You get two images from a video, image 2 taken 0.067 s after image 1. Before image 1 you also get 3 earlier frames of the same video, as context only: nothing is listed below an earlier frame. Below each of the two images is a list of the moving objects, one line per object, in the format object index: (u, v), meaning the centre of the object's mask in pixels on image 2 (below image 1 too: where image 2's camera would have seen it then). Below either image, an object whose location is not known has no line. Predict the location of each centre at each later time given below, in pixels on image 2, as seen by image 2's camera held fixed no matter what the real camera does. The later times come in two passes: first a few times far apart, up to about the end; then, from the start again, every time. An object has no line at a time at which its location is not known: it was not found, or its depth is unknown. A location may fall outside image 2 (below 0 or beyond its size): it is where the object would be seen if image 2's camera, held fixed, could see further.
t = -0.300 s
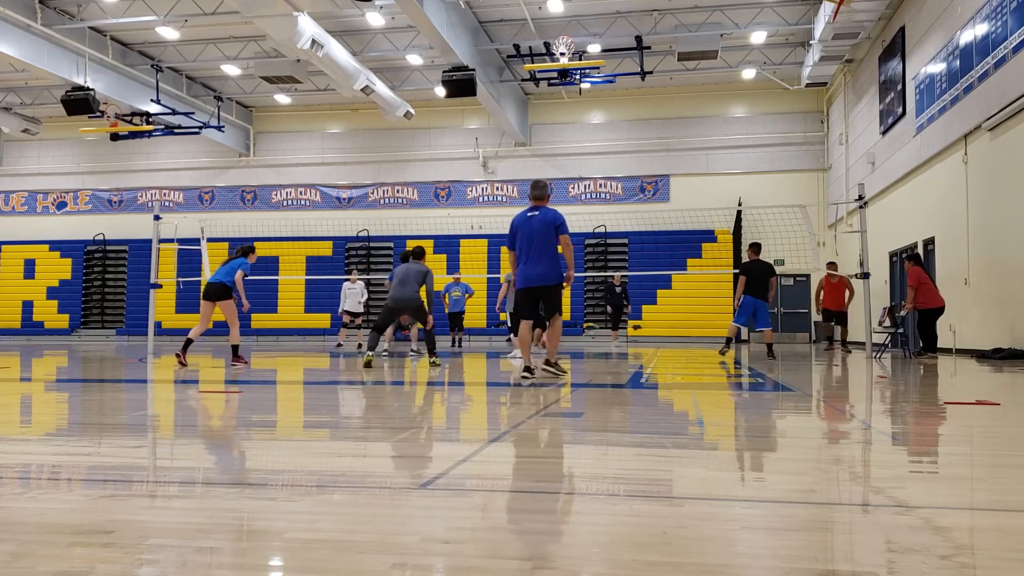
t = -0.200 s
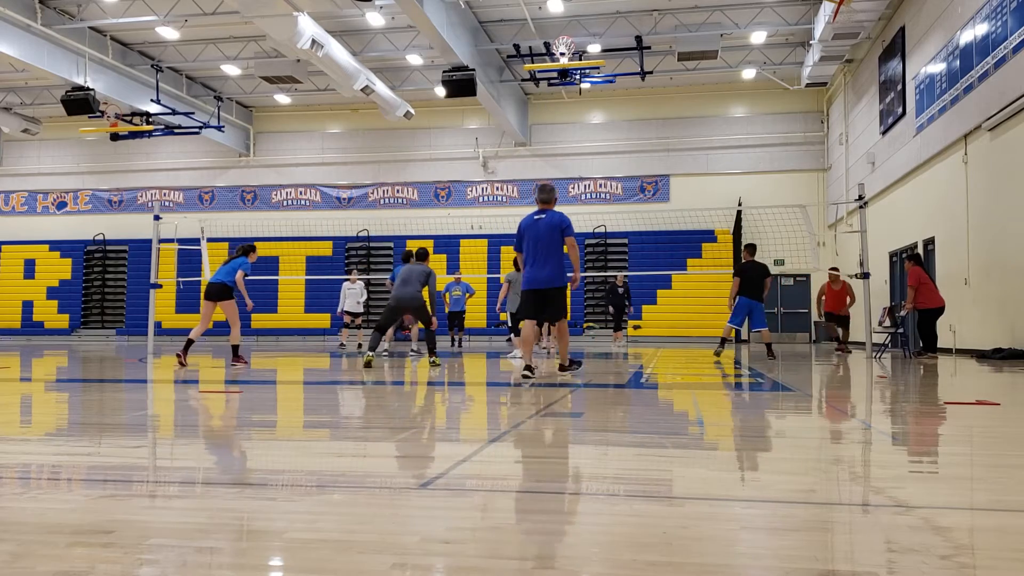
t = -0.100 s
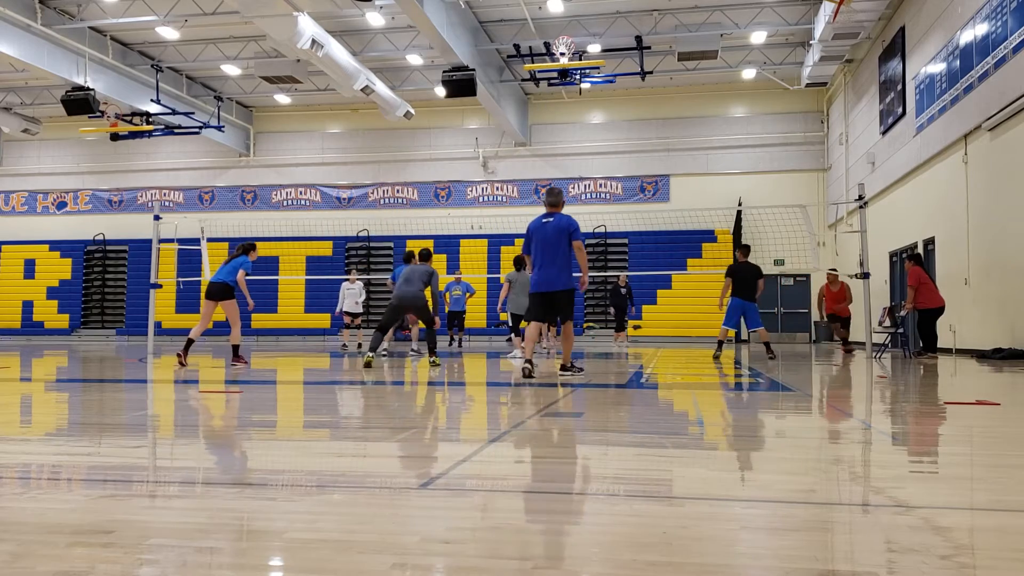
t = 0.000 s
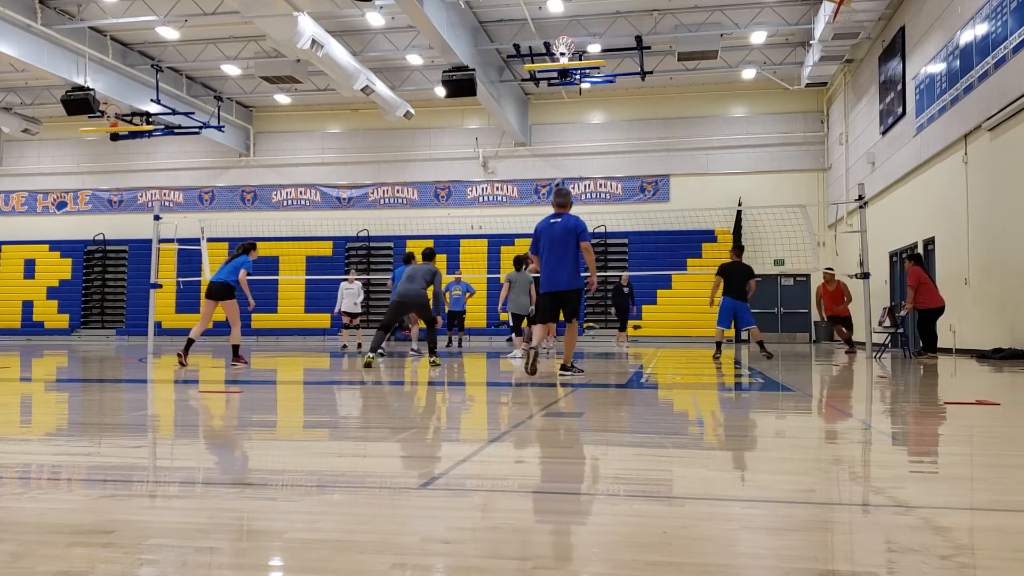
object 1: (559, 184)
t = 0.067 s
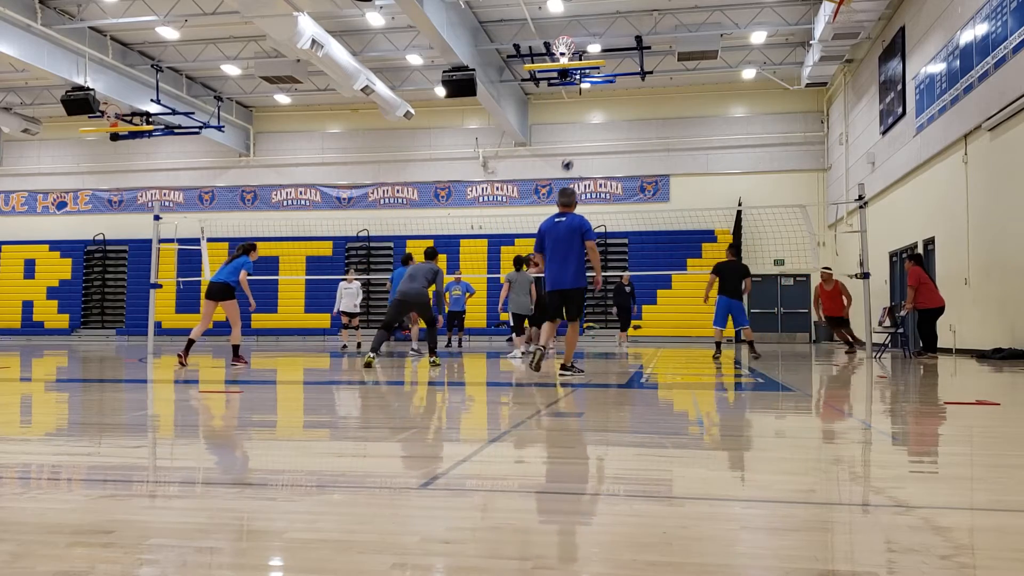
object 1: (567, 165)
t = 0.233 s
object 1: (587, 129)
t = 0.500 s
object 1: (619, 105)
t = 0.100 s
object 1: (571, 156)
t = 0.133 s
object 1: (575, 149)
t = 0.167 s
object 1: (579, 142)
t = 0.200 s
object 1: (583, 135)
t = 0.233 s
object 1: (587, 129)
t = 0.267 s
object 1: (591, 124)
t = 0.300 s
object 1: (595, 119)
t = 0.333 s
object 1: (600, 115)
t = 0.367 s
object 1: (604, 112)
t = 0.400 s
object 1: (607, 109)
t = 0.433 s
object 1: (611, 107)
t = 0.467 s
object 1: (615, 106)
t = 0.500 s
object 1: (619, 105)
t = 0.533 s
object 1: (623, 105)
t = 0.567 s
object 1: (627, 105)
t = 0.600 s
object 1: (631, 106)
